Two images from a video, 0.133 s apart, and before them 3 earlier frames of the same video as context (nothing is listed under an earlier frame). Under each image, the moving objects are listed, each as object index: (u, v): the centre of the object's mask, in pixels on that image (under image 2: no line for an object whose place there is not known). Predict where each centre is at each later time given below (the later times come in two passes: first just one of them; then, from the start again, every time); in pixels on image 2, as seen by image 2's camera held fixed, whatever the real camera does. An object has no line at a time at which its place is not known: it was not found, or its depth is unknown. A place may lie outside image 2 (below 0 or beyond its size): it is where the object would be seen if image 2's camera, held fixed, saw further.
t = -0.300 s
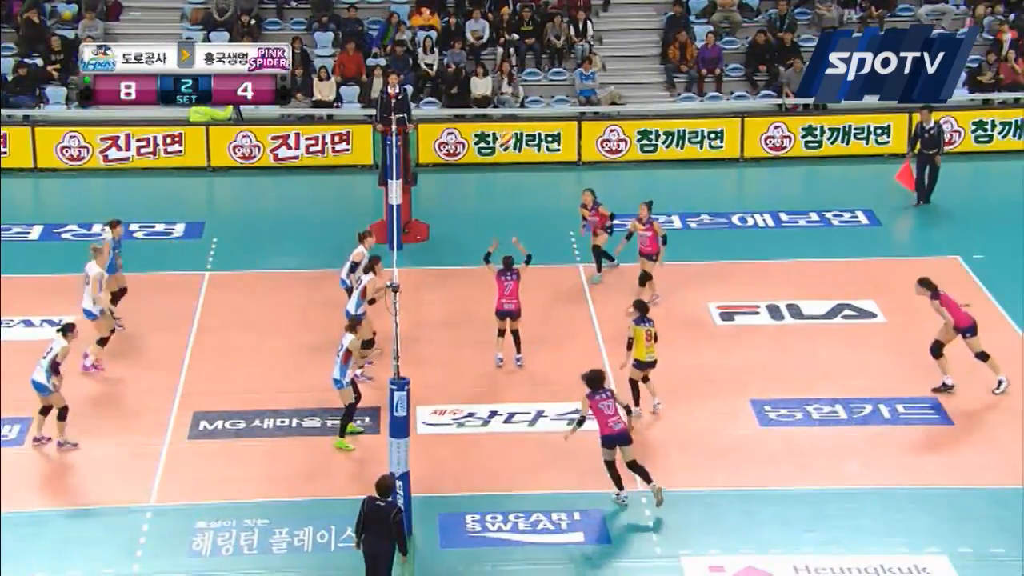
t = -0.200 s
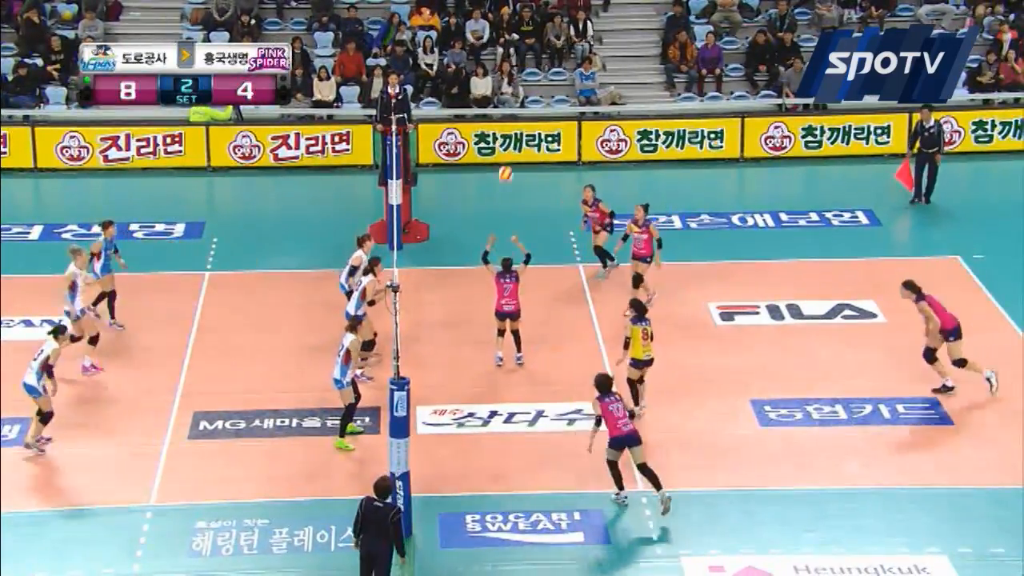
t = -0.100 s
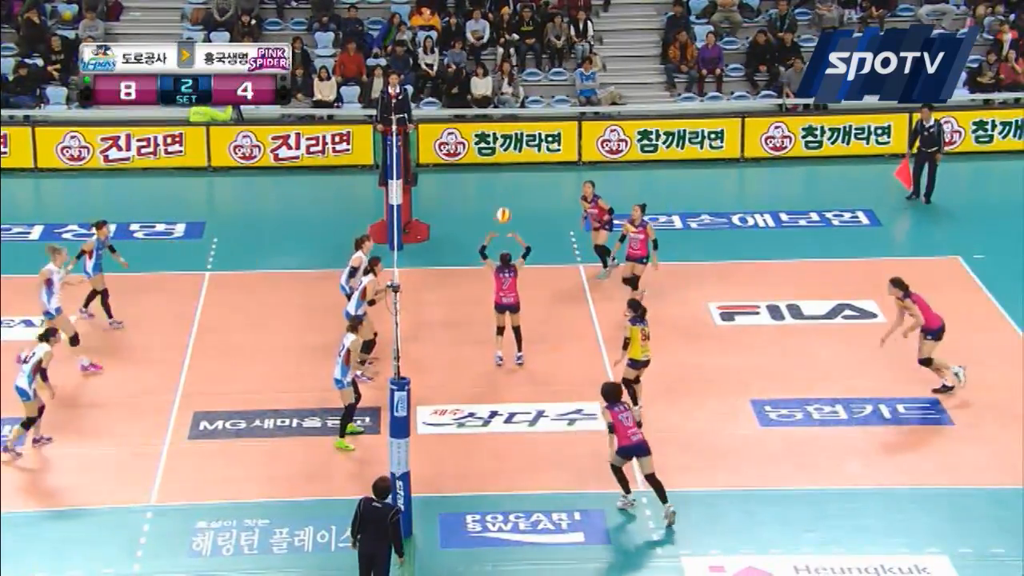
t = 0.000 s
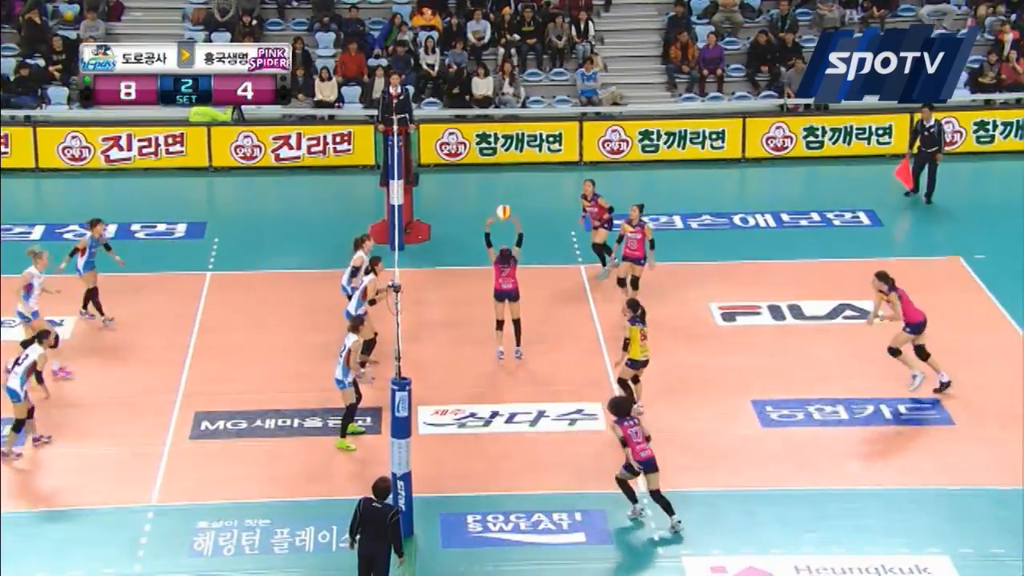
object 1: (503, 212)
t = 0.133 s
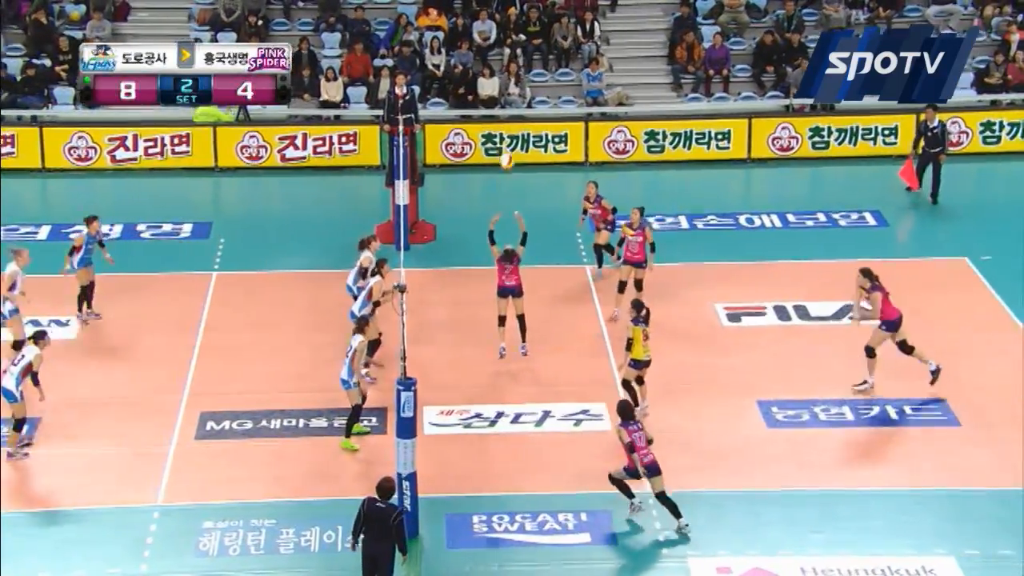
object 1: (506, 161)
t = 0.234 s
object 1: (505, 130)
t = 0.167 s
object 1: (506, 147)
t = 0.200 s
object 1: (506, 139)
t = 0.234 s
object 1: (505, 130)
